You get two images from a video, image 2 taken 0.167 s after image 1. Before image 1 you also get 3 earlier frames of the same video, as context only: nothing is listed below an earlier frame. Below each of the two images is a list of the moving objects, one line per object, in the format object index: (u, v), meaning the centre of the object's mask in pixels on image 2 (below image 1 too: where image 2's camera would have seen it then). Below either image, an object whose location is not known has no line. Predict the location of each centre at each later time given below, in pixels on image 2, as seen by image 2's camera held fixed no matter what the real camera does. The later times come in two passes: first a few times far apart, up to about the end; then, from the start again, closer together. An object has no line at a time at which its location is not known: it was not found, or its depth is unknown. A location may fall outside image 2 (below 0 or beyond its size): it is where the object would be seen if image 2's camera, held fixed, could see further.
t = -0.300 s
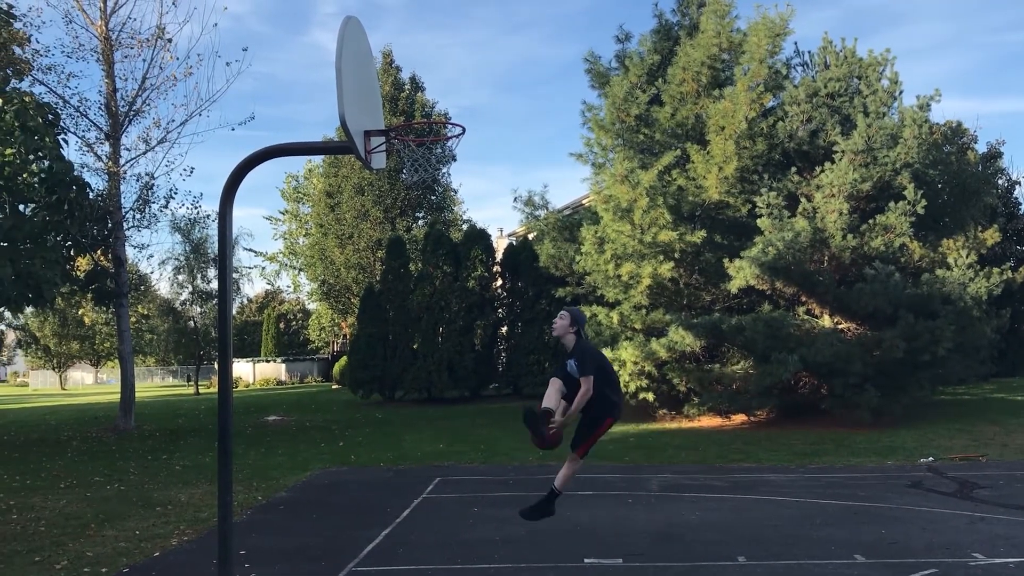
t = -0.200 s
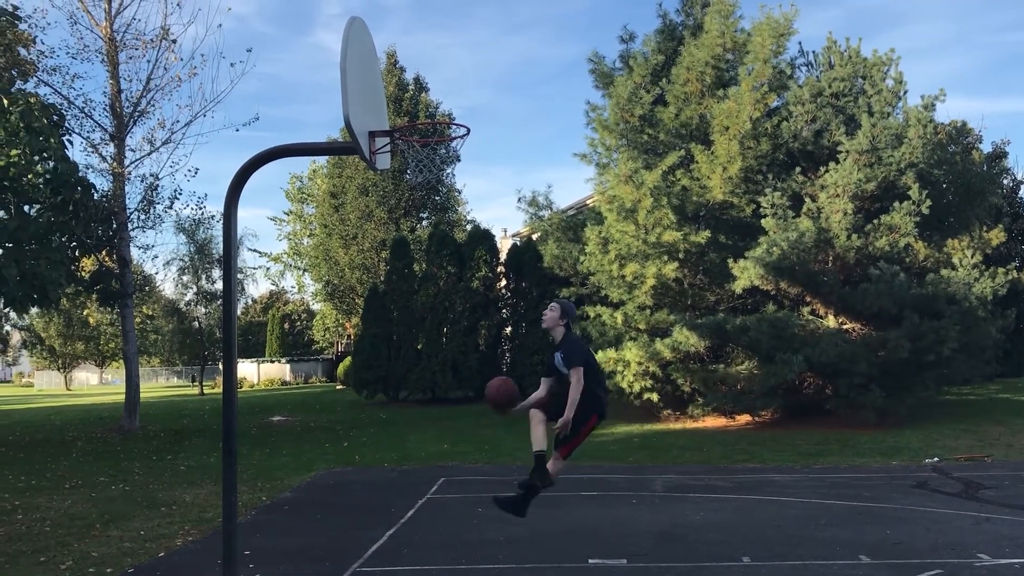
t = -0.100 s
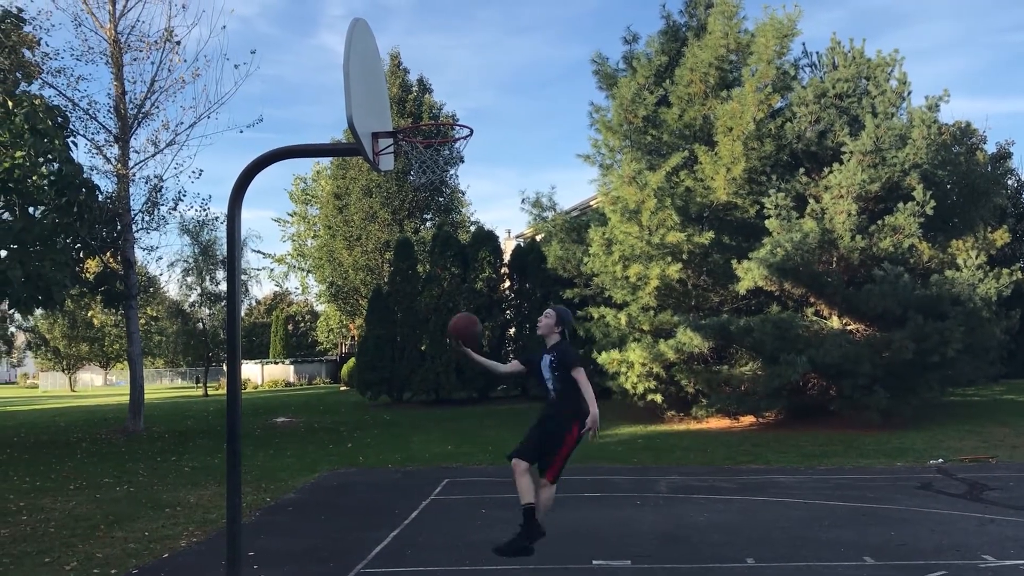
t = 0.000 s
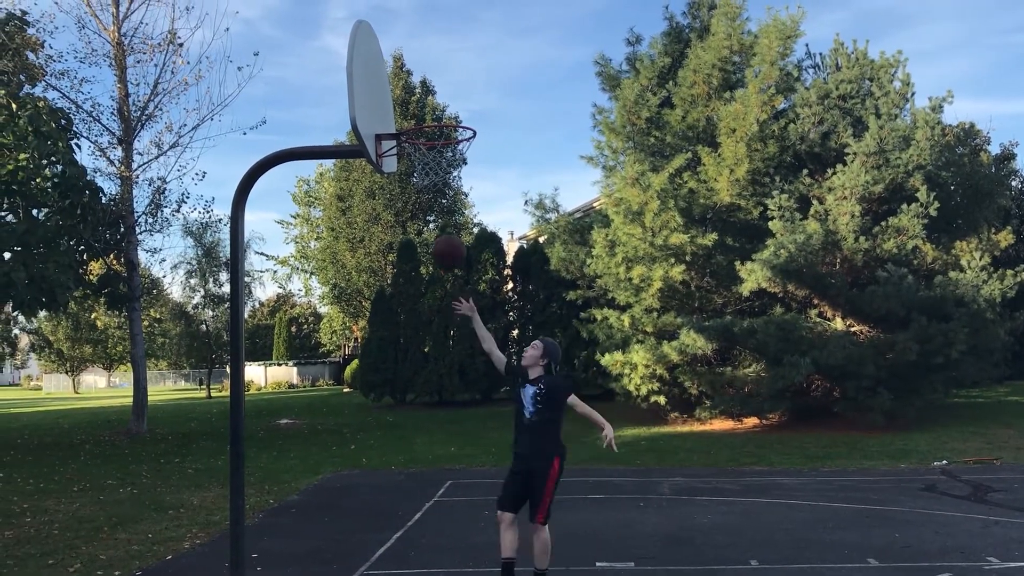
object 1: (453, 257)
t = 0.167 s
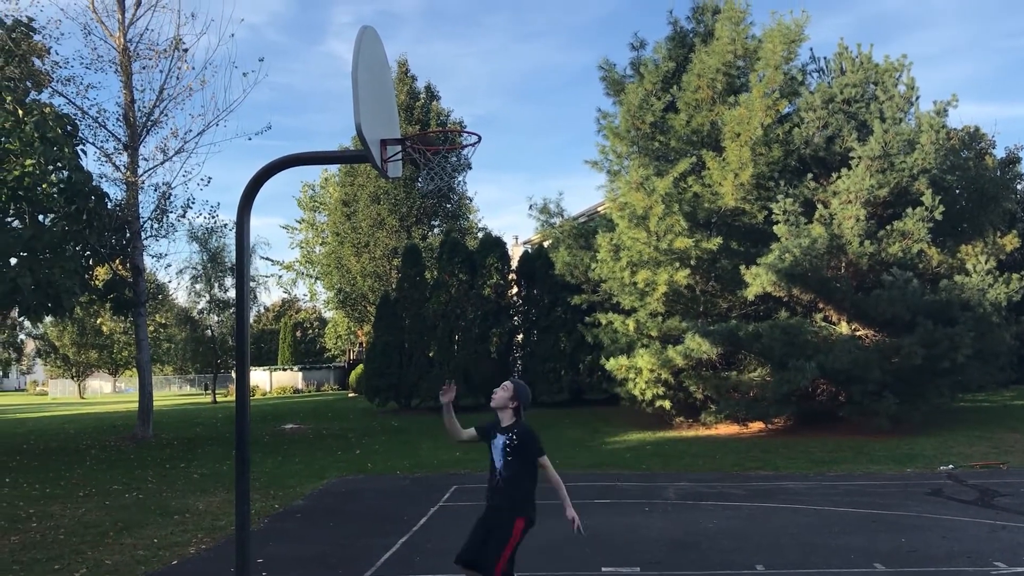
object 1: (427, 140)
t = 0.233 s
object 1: (411, 119)
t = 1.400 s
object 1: (495, 360)
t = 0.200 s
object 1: (418, 133)
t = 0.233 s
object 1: (411, 119)
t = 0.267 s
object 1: (409, 109)
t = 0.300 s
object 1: (413, 100)
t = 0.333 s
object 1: (414, 92)
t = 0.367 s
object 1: (417, 86)
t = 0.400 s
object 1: (419, 81)
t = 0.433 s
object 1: (422, 79)
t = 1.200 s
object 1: (475, 240)
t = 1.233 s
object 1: (478, 258)
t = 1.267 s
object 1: (482, 276)
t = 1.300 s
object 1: (486, 293)
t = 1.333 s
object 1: (489, 315)
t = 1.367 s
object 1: (492, 336)
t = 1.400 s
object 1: (495, 360)
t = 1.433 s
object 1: (499, 387)
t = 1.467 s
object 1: (503, 416)
